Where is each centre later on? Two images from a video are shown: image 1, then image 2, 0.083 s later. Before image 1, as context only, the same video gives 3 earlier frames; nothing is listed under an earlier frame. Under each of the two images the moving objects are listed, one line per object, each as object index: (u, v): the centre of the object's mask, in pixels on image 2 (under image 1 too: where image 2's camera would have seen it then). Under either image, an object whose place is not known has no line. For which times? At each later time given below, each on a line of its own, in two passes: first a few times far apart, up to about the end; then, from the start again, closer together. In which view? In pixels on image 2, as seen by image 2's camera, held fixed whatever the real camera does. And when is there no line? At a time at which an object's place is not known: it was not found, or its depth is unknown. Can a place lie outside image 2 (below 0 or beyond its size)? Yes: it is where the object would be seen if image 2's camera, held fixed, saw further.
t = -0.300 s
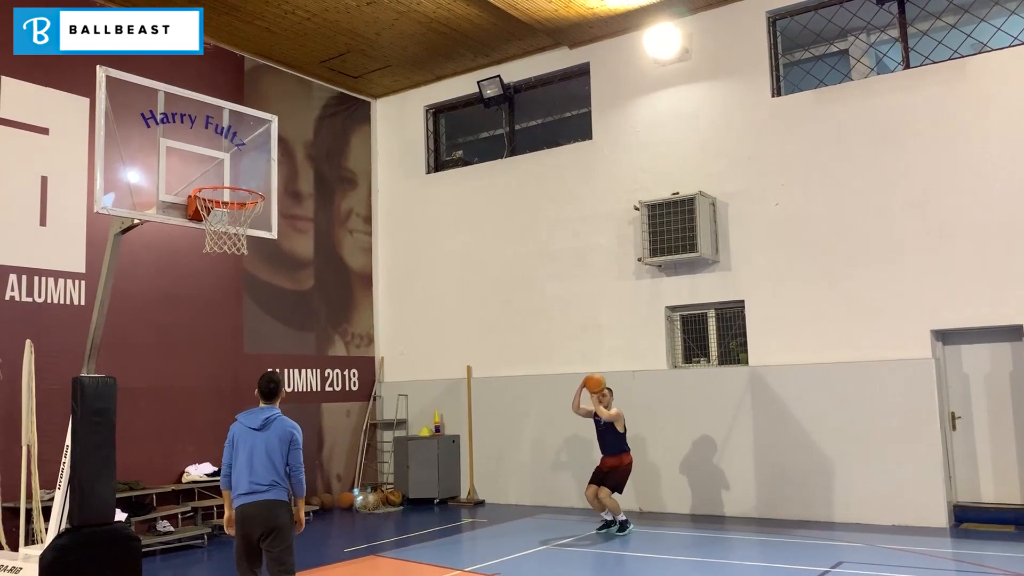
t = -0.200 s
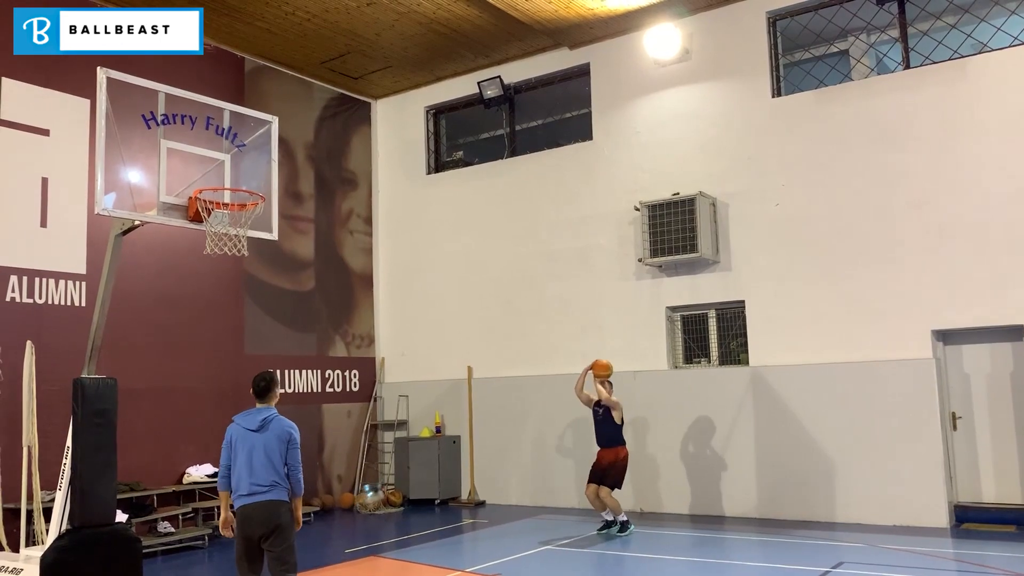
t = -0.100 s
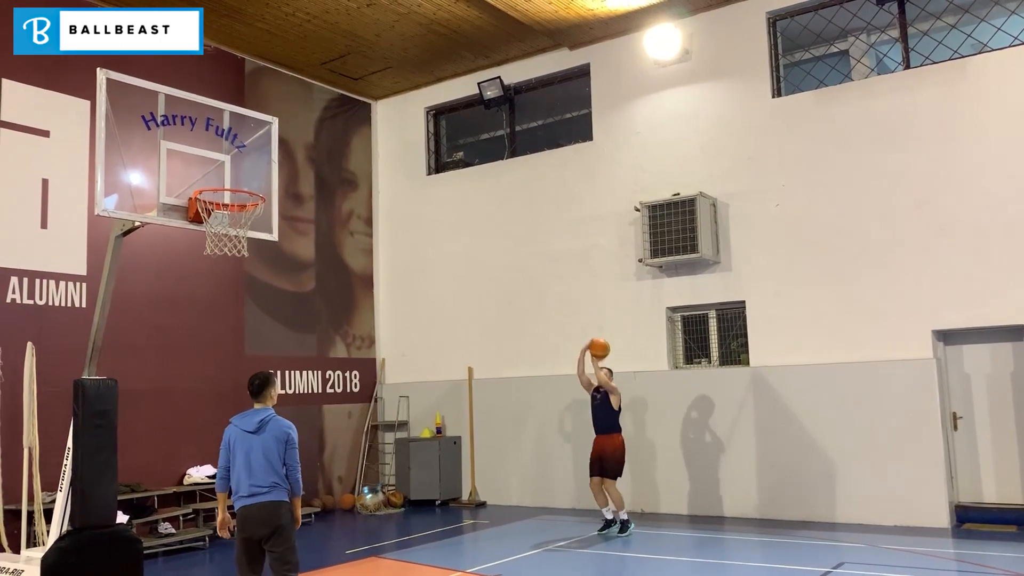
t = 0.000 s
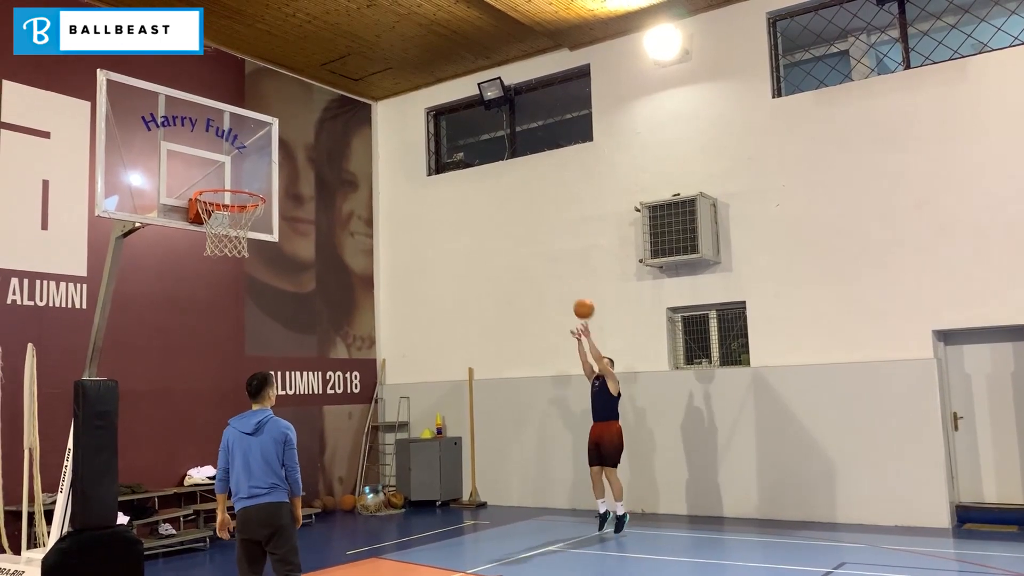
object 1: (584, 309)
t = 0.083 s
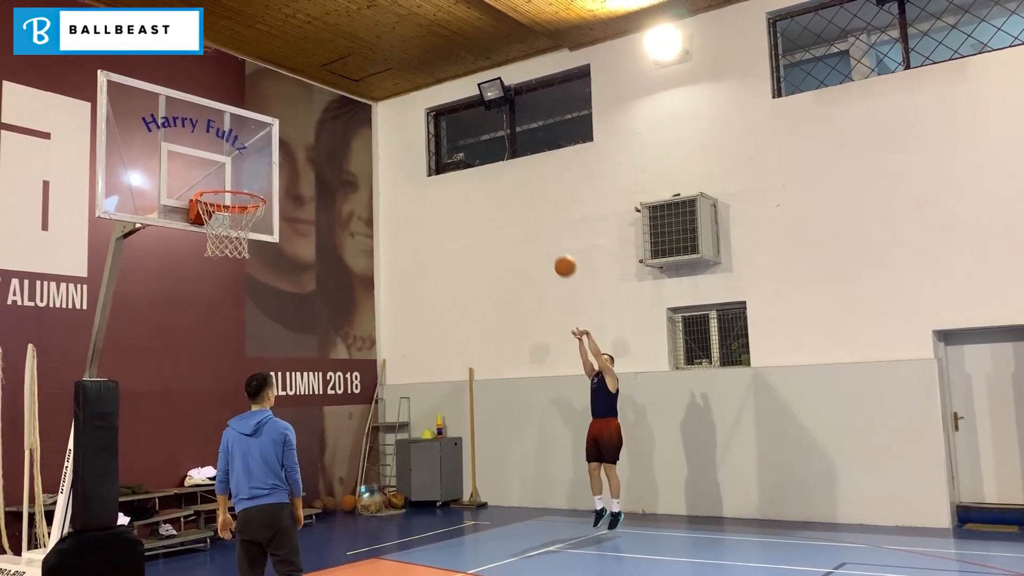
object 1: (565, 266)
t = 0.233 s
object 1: (528, 198)
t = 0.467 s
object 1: (467, 123)
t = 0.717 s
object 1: (391, 91)
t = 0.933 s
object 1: (312, 117)
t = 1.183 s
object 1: (207, 221)
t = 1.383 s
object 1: (201, 263)
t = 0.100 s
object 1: (560, 258)
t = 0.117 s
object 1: (557, 250)
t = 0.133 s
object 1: (553, 242)
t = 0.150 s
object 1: (548, 234)
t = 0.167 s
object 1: (545, 227)
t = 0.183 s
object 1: (541, 219)
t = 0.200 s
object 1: (536, 212)
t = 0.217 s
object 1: (533, 205)
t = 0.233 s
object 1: (528, 198)
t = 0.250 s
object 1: (524, 192)
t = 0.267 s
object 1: (520, 186)
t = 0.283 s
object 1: (516, 179)
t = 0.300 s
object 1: (511, 172)
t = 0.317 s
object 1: (507, 167)
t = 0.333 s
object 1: (503, 161)
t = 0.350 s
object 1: (498, 156)
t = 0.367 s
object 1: (495, 151)
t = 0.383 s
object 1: (490, 146)
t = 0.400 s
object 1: (486, 141)
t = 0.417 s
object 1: (481, 136)
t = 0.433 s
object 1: (476, 131)
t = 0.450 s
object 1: (472, 128)
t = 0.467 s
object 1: (467, 123)
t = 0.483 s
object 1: (463, 119)
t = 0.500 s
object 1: (458, 116)
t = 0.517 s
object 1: (453, 112)
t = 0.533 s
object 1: (448, 109)
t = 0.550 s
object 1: (443, 106)
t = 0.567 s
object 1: (438, 104)
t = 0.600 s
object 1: (428, 99)
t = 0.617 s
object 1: (422, 97)
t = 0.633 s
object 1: (417, 95)
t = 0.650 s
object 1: (412, 94)
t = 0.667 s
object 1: (407, 92)
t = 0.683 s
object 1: (401, 91)
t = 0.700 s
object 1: (396, 91)
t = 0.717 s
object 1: (391, 91)
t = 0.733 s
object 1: (385, 91)
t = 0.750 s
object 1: (379, 91)
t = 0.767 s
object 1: (374, 92)
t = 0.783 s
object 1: (368, 93)
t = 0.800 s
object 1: (362, 94)
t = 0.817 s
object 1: (357, 96)
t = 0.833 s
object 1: (351, 98)
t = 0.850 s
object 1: (345, 100)
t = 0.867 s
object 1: (338, 103)
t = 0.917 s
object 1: (319, 112)
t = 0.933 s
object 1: (312, 117)
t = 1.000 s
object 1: (285, 136)
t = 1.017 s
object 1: (277, 143)
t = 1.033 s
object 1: (270, 150)
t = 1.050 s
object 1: (263, 157)
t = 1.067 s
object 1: (255, 165)
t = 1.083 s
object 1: (246, 174)
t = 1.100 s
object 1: (239, 180)
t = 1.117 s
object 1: (231, 192)
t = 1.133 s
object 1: (221, 200)
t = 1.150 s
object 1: (213, 210)
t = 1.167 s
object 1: (209, 217)
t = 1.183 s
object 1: (207, 221)
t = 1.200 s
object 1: (205, 222)
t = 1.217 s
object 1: (203, 235)
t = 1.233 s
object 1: (203, 235)
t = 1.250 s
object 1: (203, 235)
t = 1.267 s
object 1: (202, 236)
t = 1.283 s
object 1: (201, 237)
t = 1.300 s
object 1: (201, 240)
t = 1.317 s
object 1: (201, 244)
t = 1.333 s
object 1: (201, 249)
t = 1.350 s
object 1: (201, 254)
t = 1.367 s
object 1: (200, 258)
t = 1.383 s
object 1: (201, 263)
